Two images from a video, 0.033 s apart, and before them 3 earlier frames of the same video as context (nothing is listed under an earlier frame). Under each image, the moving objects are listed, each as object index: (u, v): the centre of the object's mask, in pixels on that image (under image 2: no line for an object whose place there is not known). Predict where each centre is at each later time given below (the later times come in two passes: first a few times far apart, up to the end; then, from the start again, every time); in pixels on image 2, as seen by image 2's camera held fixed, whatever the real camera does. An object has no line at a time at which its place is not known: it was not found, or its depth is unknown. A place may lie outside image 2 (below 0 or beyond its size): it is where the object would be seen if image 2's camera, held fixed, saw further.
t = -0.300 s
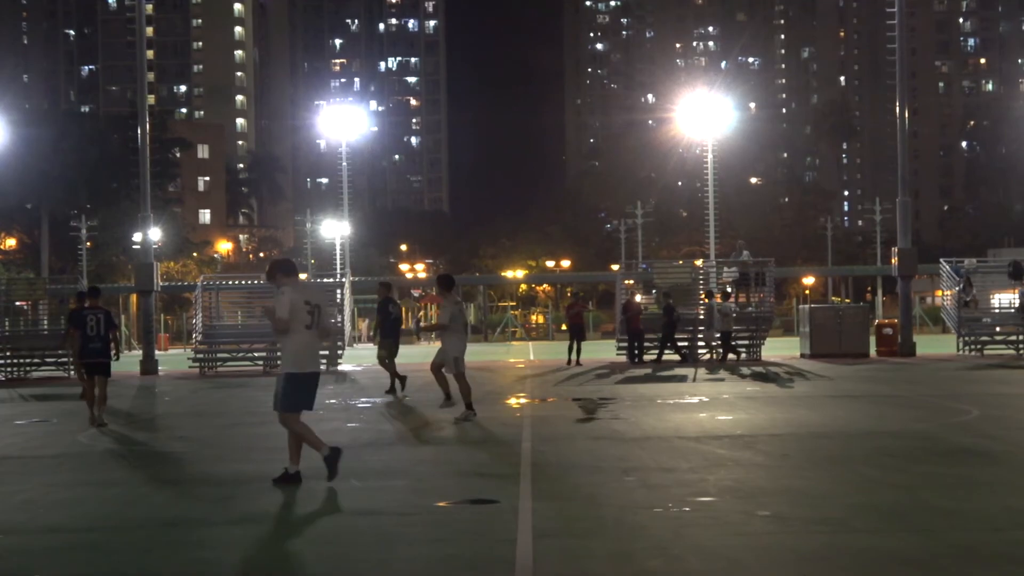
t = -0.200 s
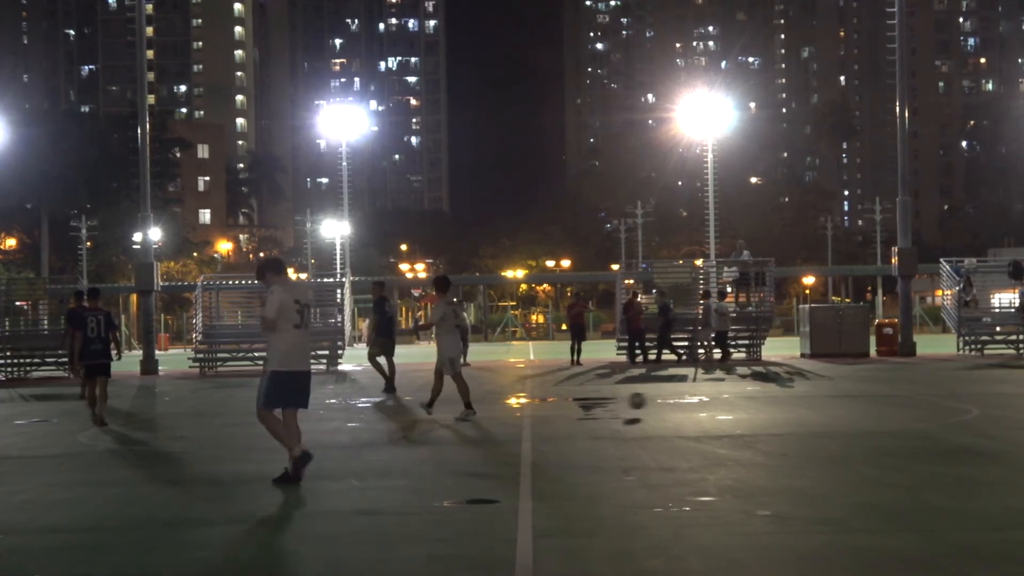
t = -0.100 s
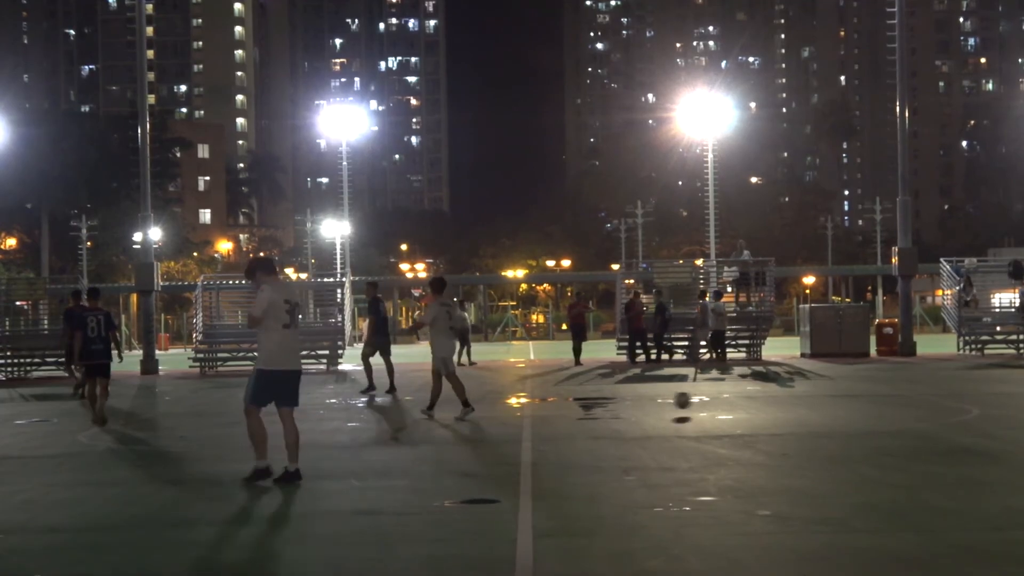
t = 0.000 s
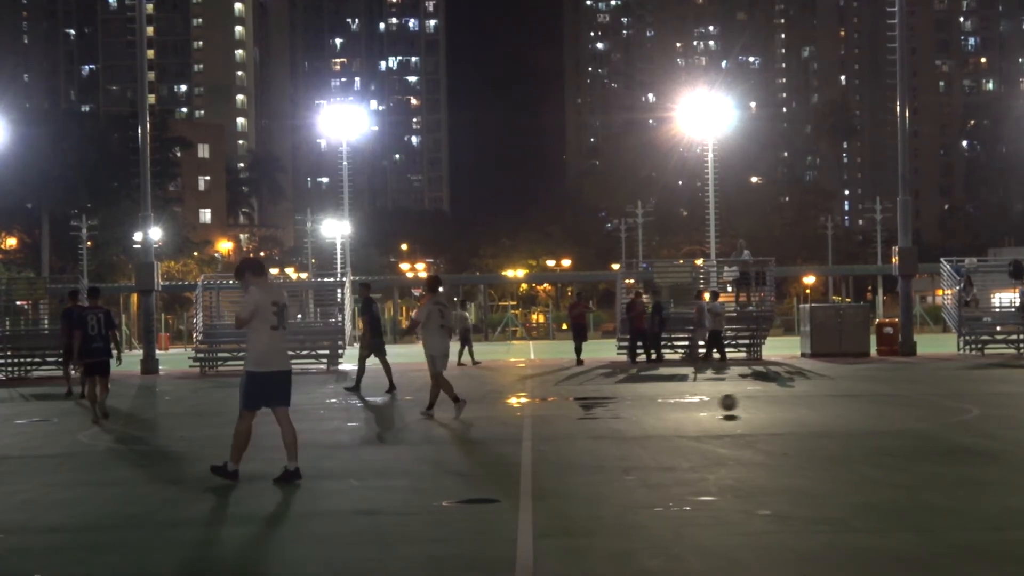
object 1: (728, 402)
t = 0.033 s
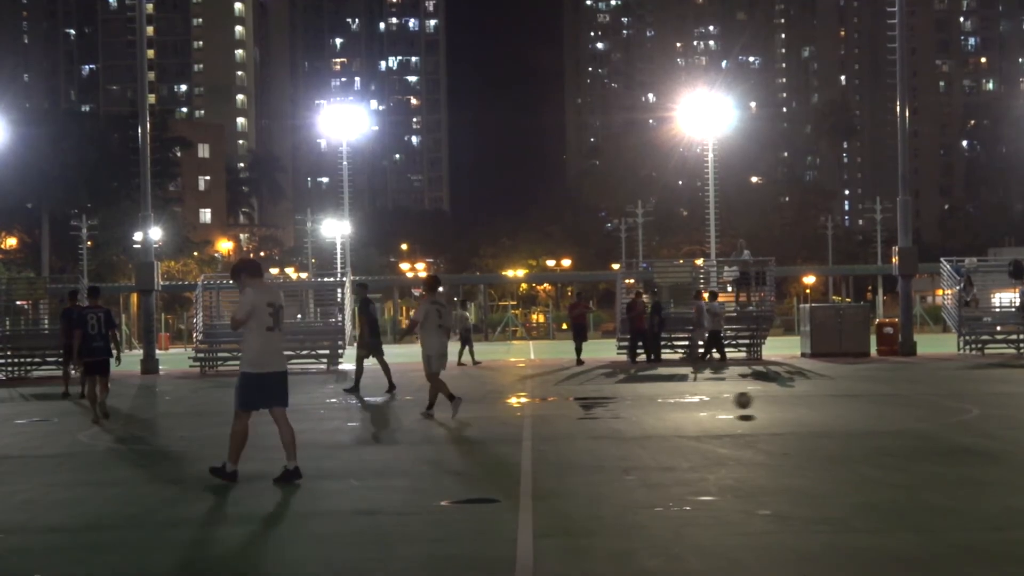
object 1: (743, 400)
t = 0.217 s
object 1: (826, 402)
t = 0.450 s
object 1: (931, 400)
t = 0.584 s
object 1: (992, 400)
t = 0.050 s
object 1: (750, 400)
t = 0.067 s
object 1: (758, 400)
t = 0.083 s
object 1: (765, 400)
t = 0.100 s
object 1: (773, 400)
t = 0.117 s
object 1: (780, 400)
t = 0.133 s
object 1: (788, 401)
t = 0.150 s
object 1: (796, 402)
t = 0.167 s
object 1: (803, 403)
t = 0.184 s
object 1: (811, 403)
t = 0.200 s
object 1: (819, 402)
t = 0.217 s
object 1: (826, 402)
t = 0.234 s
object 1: (834, 401)
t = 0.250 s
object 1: (841, 401)
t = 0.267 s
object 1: (848, 400)
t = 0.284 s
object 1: (856, 401)
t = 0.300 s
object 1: (863, 401)
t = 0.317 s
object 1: (870, 402)
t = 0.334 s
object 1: (878, 403)
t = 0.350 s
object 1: (887, 402)
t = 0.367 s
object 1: (894, 401)
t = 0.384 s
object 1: (901, 400)
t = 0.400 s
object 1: (909, 401)
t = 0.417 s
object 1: (916, 400)
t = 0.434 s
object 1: (923, 400)
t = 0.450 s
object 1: (931, 400)
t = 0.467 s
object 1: (938, 401)
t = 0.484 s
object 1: (946, 402)
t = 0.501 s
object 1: (954, 402)
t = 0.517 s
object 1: (961, 401)
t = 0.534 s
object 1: (970, 400)
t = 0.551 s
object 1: (977, 400)
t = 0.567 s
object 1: (984, 400)
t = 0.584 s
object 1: (992, 400)
